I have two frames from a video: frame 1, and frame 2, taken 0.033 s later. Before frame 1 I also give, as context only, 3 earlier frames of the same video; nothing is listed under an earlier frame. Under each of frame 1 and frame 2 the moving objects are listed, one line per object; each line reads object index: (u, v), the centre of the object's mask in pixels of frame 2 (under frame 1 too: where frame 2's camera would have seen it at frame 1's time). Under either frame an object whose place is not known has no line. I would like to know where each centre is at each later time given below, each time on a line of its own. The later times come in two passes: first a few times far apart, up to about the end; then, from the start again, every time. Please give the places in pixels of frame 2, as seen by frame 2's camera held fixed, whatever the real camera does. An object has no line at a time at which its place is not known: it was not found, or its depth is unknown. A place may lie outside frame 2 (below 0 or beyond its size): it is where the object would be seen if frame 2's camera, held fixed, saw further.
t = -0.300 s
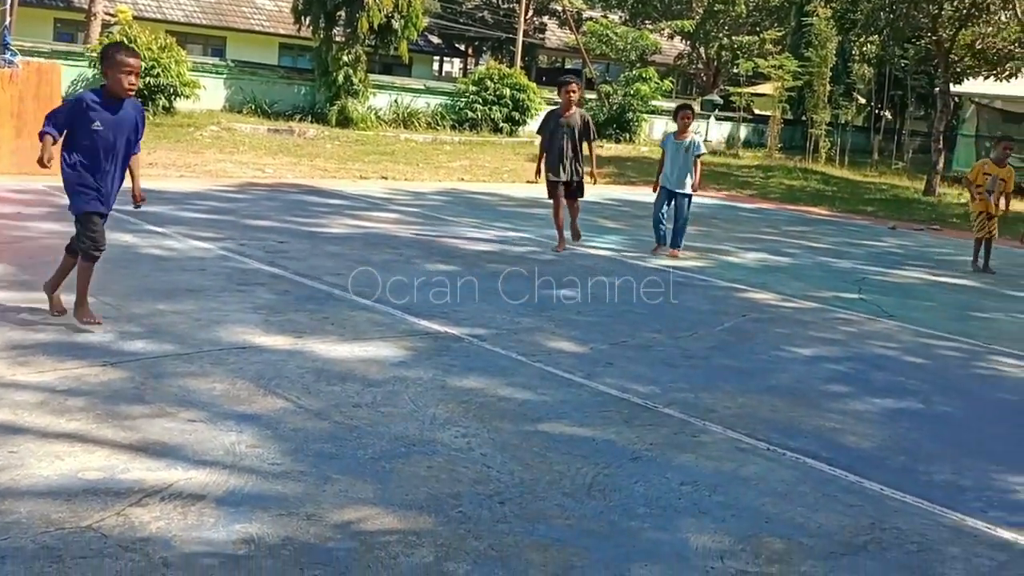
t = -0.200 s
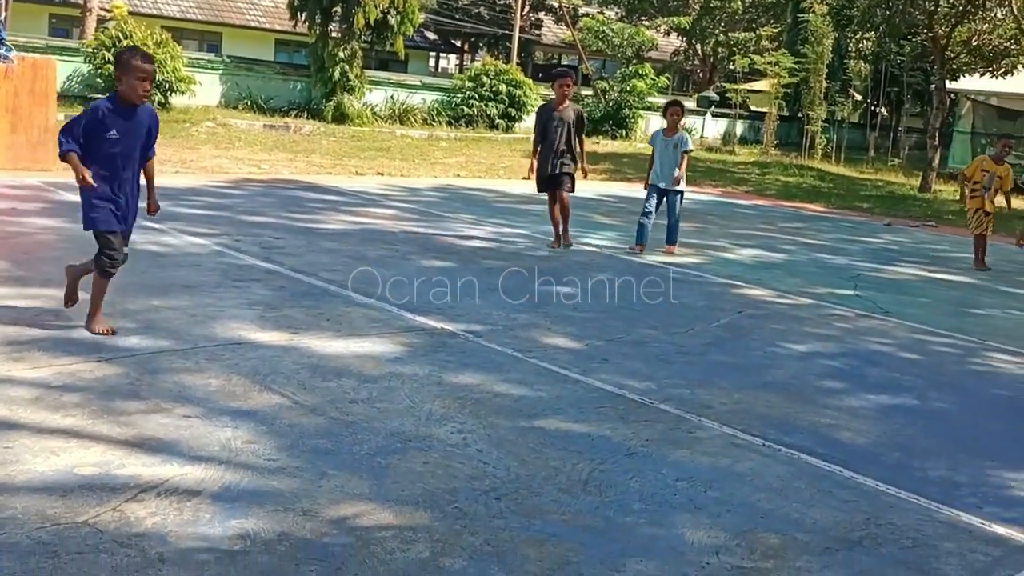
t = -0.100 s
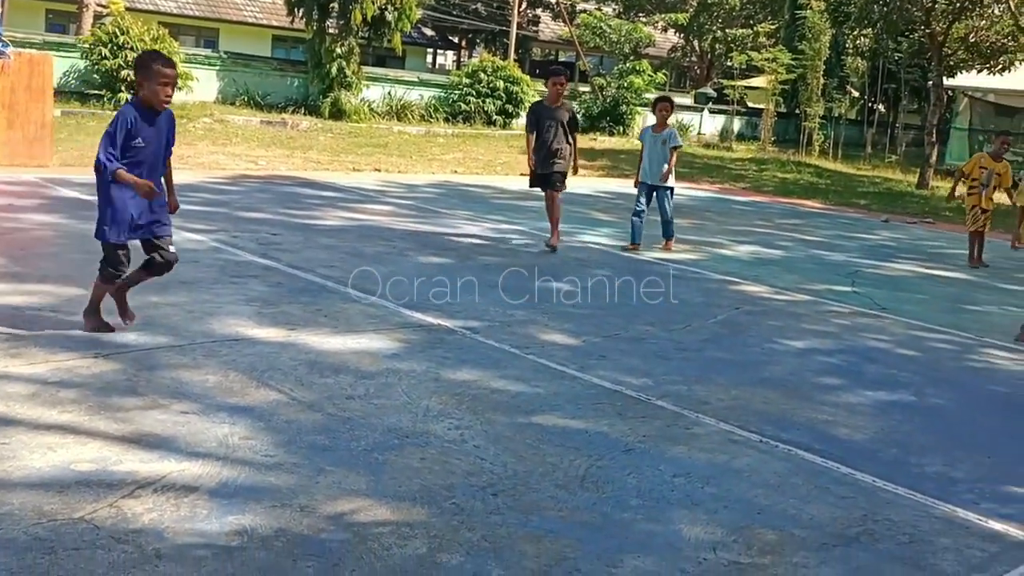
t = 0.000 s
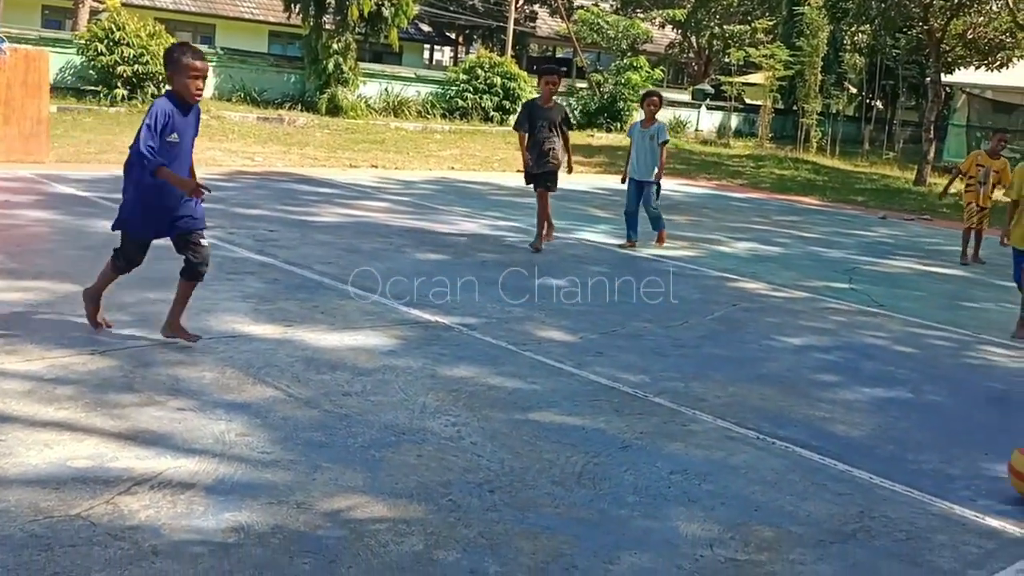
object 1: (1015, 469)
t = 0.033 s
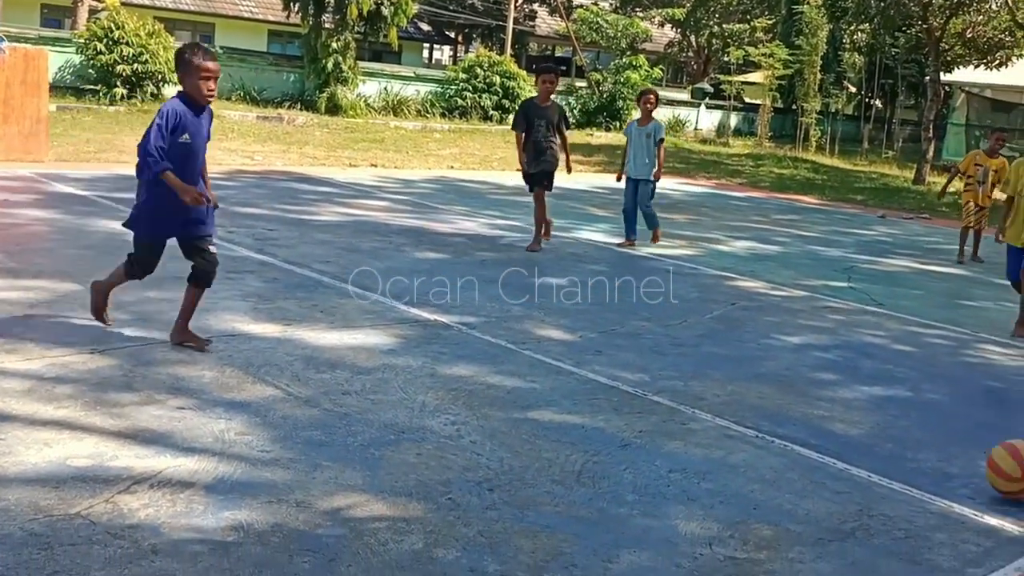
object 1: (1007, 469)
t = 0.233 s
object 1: (904, 477)
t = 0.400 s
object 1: (807, 485)
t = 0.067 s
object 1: (995, 472)
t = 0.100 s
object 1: (978, 473)
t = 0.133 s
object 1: (959, 474)
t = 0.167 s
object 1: (942, 474)
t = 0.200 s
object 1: (923, 476)
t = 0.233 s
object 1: (904, 477)
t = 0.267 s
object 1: (886, 479)
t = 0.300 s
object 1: (866, 481)
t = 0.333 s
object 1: (846, 482)
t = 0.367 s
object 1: (826, 484)
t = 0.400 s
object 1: (807, 485)
